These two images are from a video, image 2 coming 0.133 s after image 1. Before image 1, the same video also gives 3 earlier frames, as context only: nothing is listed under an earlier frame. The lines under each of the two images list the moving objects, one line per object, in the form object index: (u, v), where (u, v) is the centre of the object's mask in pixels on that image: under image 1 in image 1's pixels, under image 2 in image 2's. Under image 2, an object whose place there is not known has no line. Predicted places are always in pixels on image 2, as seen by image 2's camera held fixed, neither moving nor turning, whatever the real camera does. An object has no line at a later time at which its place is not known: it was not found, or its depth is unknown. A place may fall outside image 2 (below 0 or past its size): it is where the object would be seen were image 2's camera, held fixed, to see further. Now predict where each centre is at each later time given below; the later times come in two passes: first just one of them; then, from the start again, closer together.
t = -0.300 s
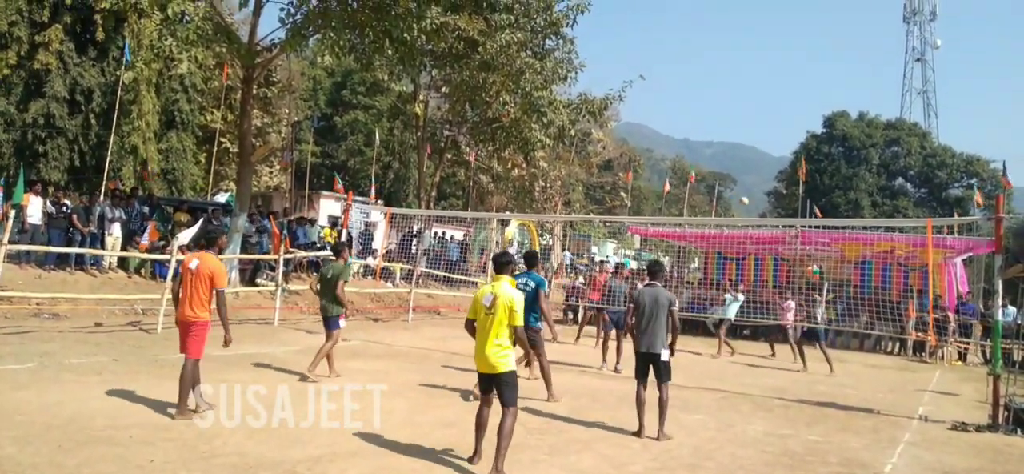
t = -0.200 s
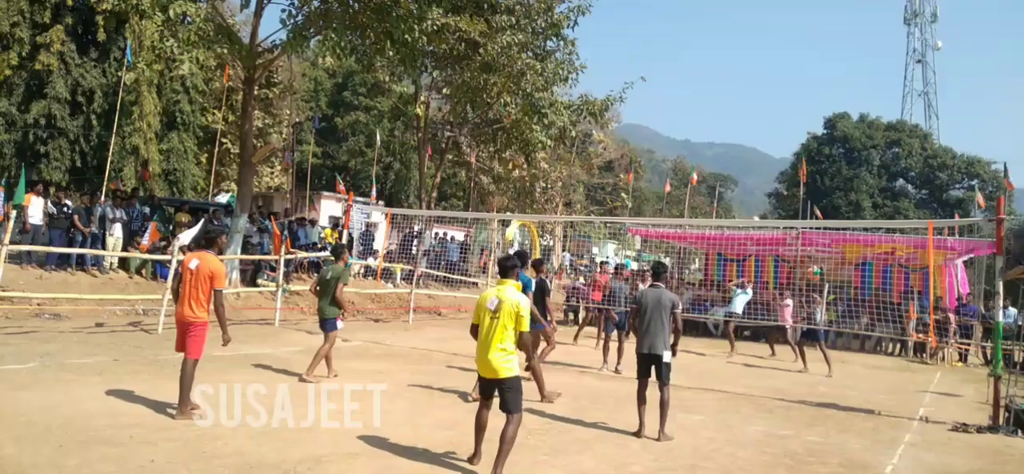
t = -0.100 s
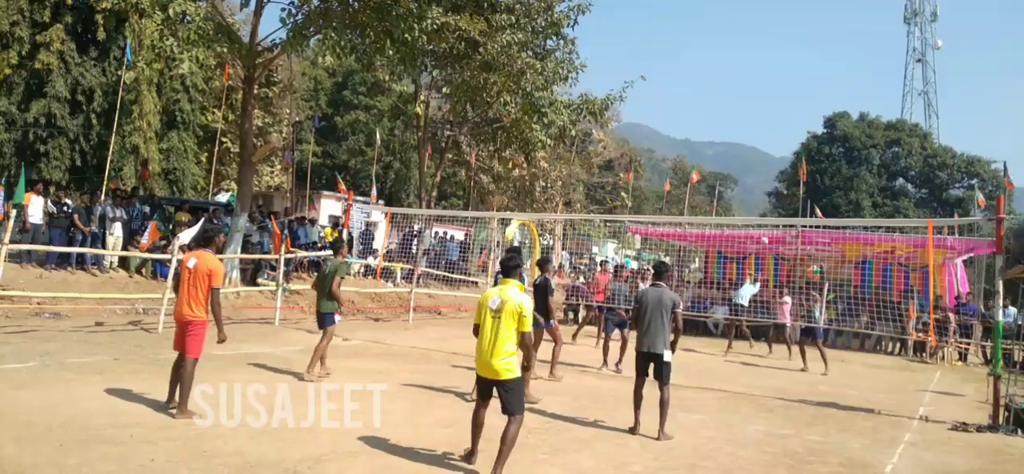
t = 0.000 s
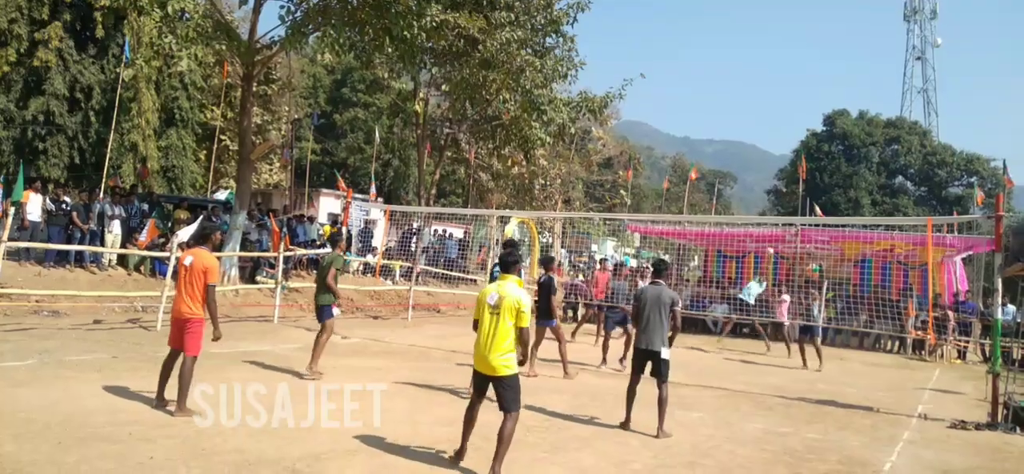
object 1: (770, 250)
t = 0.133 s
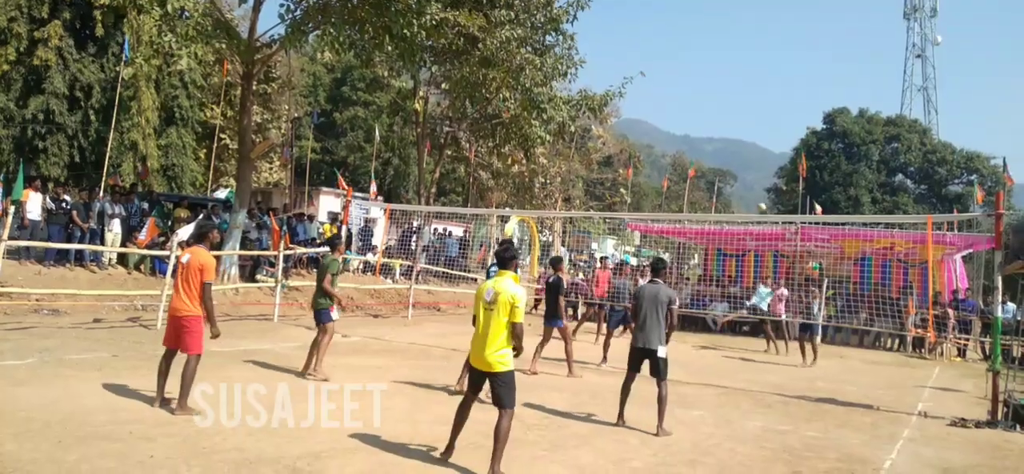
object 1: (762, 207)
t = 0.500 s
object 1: (728, 112)
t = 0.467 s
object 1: (732, 119)
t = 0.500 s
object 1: (728, 112)
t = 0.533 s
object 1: (725, 106)
